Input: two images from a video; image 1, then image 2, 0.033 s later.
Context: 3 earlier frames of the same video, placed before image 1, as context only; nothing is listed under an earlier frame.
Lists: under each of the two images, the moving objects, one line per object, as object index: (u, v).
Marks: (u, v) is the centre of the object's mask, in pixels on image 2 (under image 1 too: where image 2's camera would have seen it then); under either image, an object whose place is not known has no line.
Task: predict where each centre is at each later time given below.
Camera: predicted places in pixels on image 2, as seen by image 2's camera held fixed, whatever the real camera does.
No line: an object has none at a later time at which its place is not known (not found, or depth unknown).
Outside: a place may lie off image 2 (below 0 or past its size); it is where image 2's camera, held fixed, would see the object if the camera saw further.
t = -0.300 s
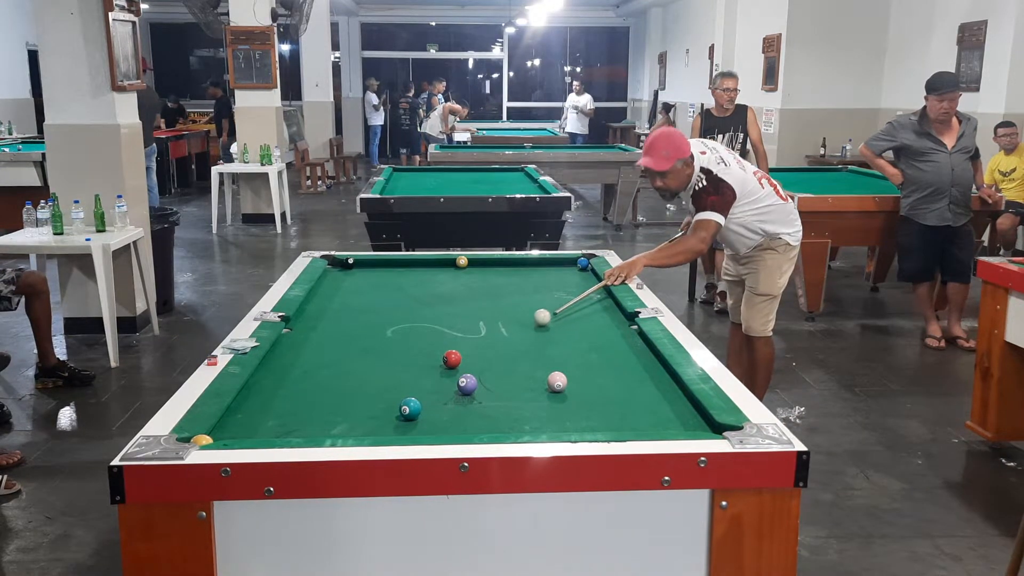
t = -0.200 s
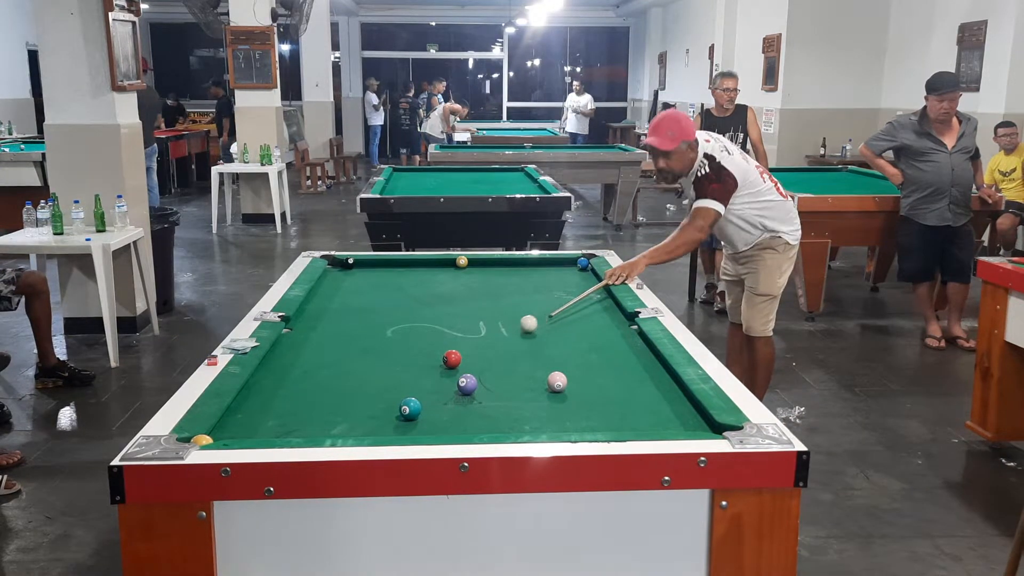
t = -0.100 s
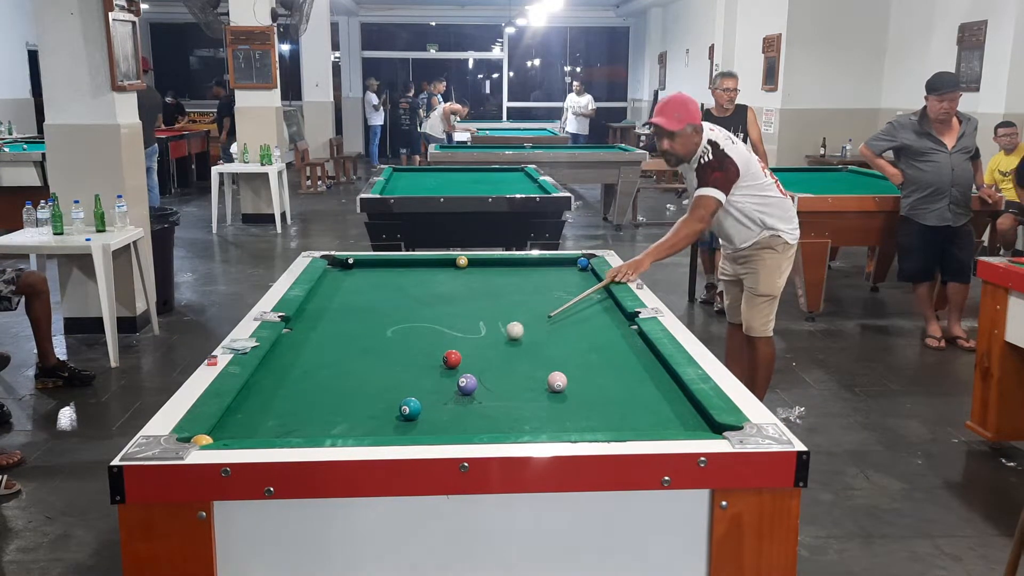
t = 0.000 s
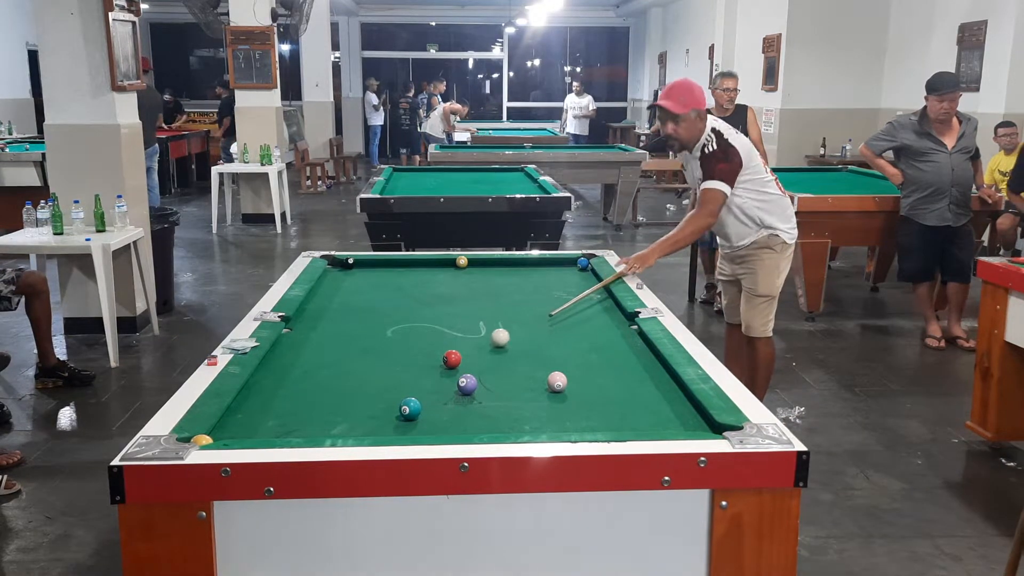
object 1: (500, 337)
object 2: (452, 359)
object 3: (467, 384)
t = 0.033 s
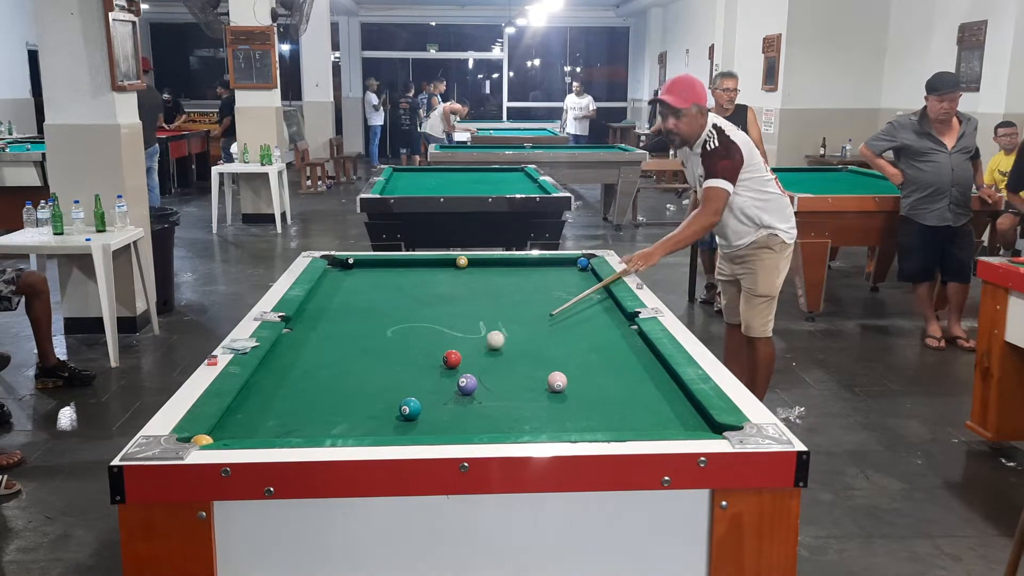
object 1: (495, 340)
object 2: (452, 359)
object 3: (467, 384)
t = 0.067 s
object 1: (490, 342)
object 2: (452, 359)
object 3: (467, 384)
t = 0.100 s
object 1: (485, 345)
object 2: (452, 359)
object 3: (467, 384)
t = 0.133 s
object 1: (480, 347)
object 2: (452, 359)
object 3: (467, 384)
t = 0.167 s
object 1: (475, 350)
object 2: (452, 359)
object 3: (467, 384)
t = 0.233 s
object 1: (467, 354)
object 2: (449, 360)
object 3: (467, 384)
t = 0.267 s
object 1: (467, 355)
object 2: (442, 362)
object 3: (467, 384)
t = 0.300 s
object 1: (467, 357)
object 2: (436, 364)
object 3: (467, 384)
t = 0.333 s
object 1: (466, 358)
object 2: (431, 365)
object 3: (467, 384)
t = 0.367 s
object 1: (466, 359)
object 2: (424, 367)
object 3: (467, 384)
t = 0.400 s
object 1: (465, 360)
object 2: (419, 369)
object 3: (467, 384)
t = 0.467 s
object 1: (465, 363)
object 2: (408, 372)
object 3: (467, 384)
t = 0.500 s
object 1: (464, 364)
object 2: (402, 374)
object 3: (467, 384)
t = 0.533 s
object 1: (464, 365)
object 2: (397, 375)
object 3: (467, 384)
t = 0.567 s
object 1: (464, 366)
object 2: (391, 377)
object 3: (467, 384)
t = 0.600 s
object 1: (463, 367)
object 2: (385, 379)
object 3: (467, 384)
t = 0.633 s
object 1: (463, 367)
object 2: (380, 380)
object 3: (467, 384)
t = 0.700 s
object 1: (463, 369)
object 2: (368, 384)
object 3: (467, 384)
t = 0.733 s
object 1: (462, 370)
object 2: (362, 386)
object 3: (467, 384)
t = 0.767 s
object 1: (461, 371)
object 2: (357, 388)
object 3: (467, 384)
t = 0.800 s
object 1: (461, 372)
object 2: (351, 389)
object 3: (467, 384)
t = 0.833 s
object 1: (460, 373)
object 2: (345, 391)
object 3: (467, 384)
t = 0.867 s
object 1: (459, 374)
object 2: (339, 393)
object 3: (467, 385)
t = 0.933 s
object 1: (458, 376)
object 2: (327, 396)
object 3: (468, 386)
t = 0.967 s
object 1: (457, 377)
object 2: (321, 398)
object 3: (469, 387)
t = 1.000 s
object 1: (457, 378)
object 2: (315, 400)
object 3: (469, 387)
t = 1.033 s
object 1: (456, 378)
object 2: (310, 401)
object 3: (469, 388)
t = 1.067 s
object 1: (456, 379)
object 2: (304, 403)
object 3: (470, 389)
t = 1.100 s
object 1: (456, 379)
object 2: (298, 405)
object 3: (470, 389)
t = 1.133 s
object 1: (455, 380)
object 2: (292, 407)
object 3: (470, 390)
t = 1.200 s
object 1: (454, 380)
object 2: (280, 410)
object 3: (471, 391)
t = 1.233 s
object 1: (454, 381)
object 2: (274, 412)
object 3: (471, 392)
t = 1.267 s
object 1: (453, 381)
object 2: (268, 414)
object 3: (471, 392)
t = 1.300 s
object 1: (453, 381)
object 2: (262, 415)
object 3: (472, 393)
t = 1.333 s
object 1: (452, 382)
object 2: (256, 418)
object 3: (472, 394)
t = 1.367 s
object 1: (452, 382)
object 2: (250, 419)
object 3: (473, 394)
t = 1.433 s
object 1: (451, 382)
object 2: (238, 422)
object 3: (473, 395)
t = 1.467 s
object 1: (451, 382)
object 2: (232, 424)
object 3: (474, 396)
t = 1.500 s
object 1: (450, 383)
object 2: (226, 426)
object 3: (474, 396)
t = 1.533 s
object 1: (450, 383)
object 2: (227, 427)
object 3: (474, 397)
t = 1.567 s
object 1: (450, 383)
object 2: (230, 427)
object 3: (475, 397)
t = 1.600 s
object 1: (450, 383)
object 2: (234, 428)
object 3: (475, 398)
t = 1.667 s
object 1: (449, 383)
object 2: (239, 429)
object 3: (476, 398)
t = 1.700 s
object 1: (449, 383)
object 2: (242, 430)
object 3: (476, 399)
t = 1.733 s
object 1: (449, 383)
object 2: (245, 430)
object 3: (477, 399)
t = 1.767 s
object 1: (449, 383)
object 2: (248, 431)
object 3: (477, 399)
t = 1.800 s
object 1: (449, 383)
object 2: (251, 431)
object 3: (477, 400)
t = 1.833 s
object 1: (449, 383)
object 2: (254, 432)
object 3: (478, 400)
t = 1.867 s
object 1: (449, 383)
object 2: (256, 432)
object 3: (478, 401)
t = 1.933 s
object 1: (449, 383)
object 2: (262, 433)
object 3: (479, 401)
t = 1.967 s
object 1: (449, 383)
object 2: (265, 433)
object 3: (479, 401)
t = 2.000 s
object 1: (449, 383)
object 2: (268, 434)
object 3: (479, 401)
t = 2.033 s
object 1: (449, 383)
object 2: (270, 434)
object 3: (480, 402)
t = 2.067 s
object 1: (449, 383)
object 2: (274, 433)
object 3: (480, 402)
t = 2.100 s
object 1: (449, 383)
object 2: (276, 433)
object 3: (480, 402)
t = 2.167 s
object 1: (449, 383)
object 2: (282, 432)
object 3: (480, 403)
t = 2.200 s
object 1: (449, 383)
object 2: (284, 432)
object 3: (481, 403)
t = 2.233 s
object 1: (449, 383)
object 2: (287, 432)
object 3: (481, 403)
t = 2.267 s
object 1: (449, 383)
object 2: (290, 432)
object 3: (481, 403)
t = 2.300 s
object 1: (449, 383)
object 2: (292, 431)
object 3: (481, 403)
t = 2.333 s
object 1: (449, 384)
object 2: (294, 431)
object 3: (481, 403)
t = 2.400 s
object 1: (449, 383)
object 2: (299, 430)
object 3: (481, 403)
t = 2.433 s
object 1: (449, 383)
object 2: (301, 430)
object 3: (481, 403)
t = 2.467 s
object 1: (449, 383)
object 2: (303, 430)
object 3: (481, 403)
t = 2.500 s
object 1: (449, 383)
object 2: (305, 429)
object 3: (481, 403)
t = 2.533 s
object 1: (449, 383)
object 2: (307, 429)
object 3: (481, 403)
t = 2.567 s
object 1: (449, 383)
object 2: (309, 429)
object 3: (481, 403)
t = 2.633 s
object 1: (449, 383)
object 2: (313, 428)
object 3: (481, 403)
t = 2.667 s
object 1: (449, 383)
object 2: (315, 428)
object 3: (481, 403)
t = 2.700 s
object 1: (449, 383)
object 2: (316, 428)
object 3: (481, 403)
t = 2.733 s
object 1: (449, 383)
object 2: (318, 428)
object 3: (481, 403)
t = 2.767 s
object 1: (449, 383)
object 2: (320, 427)
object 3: (481, 403)
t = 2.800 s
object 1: (449, 383)
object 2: (321, 427)
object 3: (481, 403)
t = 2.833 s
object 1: (449, 383)
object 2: (323, 427)
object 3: (481, 403)
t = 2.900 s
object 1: (449, 383)
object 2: (325, 426)
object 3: (481, 403)
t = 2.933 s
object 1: (448, 383)
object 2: (327, 426)
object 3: (481, 403)
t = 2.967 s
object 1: (449, 383)
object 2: (328, 426)
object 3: (481, 403)
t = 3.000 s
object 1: (449, 383)
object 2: (329, 425)
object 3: (481, 403)
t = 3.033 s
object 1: (449, 383)
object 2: (331, 425)
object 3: (481, 403)
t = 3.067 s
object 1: (449, 383)
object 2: (332, 425)
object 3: (481, 403)
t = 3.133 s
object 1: (449, 383)
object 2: (334, 425)
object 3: (481, 403)
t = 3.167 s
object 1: (449, 383)
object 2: (335, 425)
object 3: (481, 403)
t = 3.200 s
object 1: (449, 383)
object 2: (336, 424)
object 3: (481, 403)
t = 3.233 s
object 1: (449, 383)
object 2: (337, 424)
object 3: (481, 403)
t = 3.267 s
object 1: (449, 383)
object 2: (338, 424)
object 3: (481, 403)
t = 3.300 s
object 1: (448, 383)
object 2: (339, 424)
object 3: (481, 403)
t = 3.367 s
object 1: (449, 383)
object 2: (340, 423)
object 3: (481, 403)
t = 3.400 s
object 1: (448, 383)
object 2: (341, 423)
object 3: (481, 403)
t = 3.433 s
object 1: (449, 383)
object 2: (342, 423)
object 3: (481, 403)
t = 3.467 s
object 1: (449, 383)
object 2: (342, 423)
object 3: (481, 403)
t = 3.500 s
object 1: (449, 383)
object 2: (343, 422)
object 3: (481, 403)
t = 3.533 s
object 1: (448, 383)
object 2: (343, 422)
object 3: (481, 403)
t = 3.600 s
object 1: (449, 383)
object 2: (344, 422)
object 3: (481, 403)
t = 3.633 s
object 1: (449, 383)
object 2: (344, 422)
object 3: (481, 403)
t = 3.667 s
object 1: (449, 383)
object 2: (344, 422)
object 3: (481, 403)
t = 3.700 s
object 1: (448, 383)
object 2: (345, 422)
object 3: (481, 403)
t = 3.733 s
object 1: (448, 383)
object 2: (345, 422)
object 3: (481, 403)
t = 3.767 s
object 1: (448, 383)
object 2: (345, 422)
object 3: (481, 403)
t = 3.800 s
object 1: (448, 383)
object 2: (345, 422)
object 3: (481, 403)
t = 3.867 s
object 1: (448, 383)
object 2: (345, 422)
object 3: (481, 403)
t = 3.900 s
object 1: (448, 383)
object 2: (345, 422)
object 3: (481, 403)
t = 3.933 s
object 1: (448, 383)
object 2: (345, 422)
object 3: (481, 403)
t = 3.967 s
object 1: (449, 383)
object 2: (345, 422)
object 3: (481, 403)
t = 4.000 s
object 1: (449, 383)
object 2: (345, 423)
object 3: (481, 403)
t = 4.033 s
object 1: (449, 383)
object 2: (344, 423)
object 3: (481, 403)
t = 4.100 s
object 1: (449, 383)
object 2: (344, 423)
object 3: (481, 403)
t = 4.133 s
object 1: (449, 383)
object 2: (344, 422)
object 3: (481, 403)
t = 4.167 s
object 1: (449, 383)
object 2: (345, 423)
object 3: (481, 403)
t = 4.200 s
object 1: (449, 383)
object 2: (344, 423)
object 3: (481, 403)
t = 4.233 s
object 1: (449, 383)
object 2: (344, 423)
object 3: (481, 403)
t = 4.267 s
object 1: (449, 383)
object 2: (344, 423)
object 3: (481, 403)
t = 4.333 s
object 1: (448, 383)
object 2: (344, 422)
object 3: (481, 403)
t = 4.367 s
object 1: (449, 383)
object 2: (344, 423)
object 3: (481, 403)
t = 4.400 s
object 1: (448, 383)
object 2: (344, 423)
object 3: (481, 403)
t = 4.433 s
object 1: (448, 383)
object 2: (344, 422)
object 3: (481, 403)
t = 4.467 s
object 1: (449, 383)
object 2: (344, 423)
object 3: (481, 403)
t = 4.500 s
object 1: (449, 383)
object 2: (344, 423)
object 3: (481, 403)
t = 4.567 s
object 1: (449, 383)
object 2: (344, 423)
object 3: (481, 403)
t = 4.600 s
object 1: (449, 383)
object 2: (344, 423)
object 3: (481, 403)
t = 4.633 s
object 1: (449, 383)
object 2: (344, 422)
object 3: (481, 403)
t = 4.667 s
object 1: (449, 384)
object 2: (345, 423)
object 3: (481, 403)
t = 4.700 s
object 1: (448, 383)
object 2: (344, 423)
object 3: (481, 403)
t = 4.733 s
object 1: (449, 383)
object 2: (344, 423)
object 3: (481, 403)
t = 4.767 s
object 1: (449, 383)
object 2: (345, 423)
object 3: (481, 403)
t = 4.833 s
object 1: (449, 383)
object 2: (344, 423)
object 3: (481, 403)
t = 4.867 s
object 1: (449, 383)
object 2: (345, 423)
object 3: (481, 403)
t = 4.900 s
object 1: (449, 383)
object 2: (345, 423)
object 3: (481, 403)
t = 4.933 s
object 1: (449, 383)
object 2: (344, 423)
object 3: (481, 403)
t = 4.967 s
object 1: (449, 383)
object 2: (344, 423)
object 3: (481, 403)
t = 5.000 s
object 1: (449, 383)
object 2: (345, 423)
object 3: (481, 403)
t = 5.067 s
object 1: (449, 383)
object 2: (344, 423)
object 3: (481, 403)
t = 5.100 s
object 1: (449, 383)
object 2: (344, 423)
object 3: (481, 403)
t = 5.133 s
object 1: (449, 383)
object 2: (345, 422)
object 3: (481, 403)
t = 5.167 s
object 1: (448, 383)
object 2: (345, 422)
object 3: (481, 402)
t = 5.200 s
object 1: (449, 383)
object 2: (344, 422)
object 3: (481, 403)
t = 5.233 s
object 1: (448, 384)
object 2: (344, 423)
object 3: (481, 404)
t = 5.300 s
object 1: (449, 385)
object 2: (344, 426)
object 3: (481, 405)
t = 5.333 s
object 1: (449, 385)
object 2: (344, 426)
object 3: (481, 405)
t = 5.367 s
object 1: (449, 385)
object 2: (345, 425)
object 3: (481, 404)
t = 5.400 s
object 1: (449, 384)
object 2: (344, 424)
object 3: (481, 404)
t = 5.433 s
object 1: (449, 384)
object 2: (345, 423)
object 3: (481, 403)
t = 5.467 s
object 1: (449, 383)
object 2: (345, 422)
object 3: (481, 403)
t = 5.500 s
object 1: (449, 383)
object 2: (344, 422)
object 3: (481, 403)
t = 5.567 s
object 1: (449, 383)
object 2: (344, 423)
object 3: (481, 403)
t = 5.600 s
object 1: (449, 383)
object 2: (344, 422)
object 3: (481, 403)
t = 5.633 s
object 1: (449, 383)
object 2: (344, 423)
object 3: (481, 403)
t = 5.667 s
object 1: (449, 383)
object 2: (344, 422)
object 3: (481, 403)
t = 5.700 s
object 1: (449, 383)
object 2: (344, 422)
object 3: (481, 403)
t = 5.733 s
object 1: (449, 383)
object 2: (344, 423)
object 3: (481, 403)
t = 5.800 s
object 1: (449, 383)
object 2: (345, 422)
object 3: (481, 403)
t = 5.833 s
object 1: (449, 383)
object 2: (344, 423)
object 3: (481, 403)
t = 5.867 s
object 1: (449, 383)
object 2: (344, 423)
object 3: (481, 403)
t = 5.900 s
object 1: (449, 383)
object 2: (344, 422)
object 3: (481, 403)
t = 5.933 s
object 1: (449, 383)
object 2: (344, 423)
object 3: (481, 403)
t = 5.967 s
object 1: (449, 383)
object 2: (344, 422)
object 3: (481, 403)
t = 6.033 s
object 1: (449, 383)
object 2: (345, 422)
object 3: (481, 403)
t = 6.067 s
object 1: (449, 383)
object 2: (344, 422)
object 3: (481, 403)
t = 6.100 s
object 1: (449, 383)
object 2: (344, 423)
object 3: (481, 403)
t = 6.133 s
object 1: (449, 383)
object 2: (345, 422)
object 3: (481, 403)
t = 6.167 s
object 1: (449, 383)
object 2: (344, 423)
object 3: (481, 403)
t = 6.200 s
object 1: (449, 383)
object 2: (345, 422)
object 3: (481, 403)
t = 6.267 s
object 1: (449, 383)
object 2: (345, 422)
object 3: (481, 403)
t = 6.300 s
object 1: (449, 383)
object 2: (345, 422)
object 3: (481, 403)
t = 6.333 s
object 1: (449, 383)
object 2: (345, 422)
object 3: (481, 403)
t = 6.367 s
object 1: (449, 383)
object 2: (345, 422)
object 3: (481, 403)
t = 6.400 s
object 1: (449, 383)
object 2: (345, 422)
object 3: (481, 403)
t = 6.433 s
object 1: (449, 383)
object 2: (345, 422)
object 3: (481, 403)
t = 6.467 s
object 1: (449, 383)
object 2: (345, 422)
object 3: (481, 403)
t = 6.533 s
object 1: (449, 383)
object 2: (344, 423)
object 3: (481, 403)
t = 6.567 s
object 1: (449, 383)
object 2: (344, 423)
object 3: (481, 403)
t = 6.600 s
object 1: (449, 383)
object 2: (345, 422)
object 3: (481, 403)
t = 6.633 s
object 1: (449, 383)
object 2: (344, 423)
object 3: (481, 403)
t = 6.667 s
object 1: (449, 383)
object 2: (345, 422)
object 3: (481, 403)
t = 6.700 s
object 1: (449, 383)
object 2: (345, 422)
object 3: (481, 403)
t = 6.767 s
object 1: (449, 383)
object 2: (345, 422)
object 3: (481, 403)
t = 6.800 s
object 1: (449, 383)
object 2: (344, 423)
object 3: (481, 403)
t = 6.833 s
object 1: (449, 383)
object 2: (345, 422)
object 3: (481, 403)
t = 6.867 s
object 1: (449, 383)
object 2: (344, 423)
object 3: (481, 403)
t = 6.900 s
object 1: (449, 383)
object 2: (344, 423)
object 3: (481, 403)
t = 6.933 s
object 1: (449, 383)
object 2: (345, 423)
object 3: (481, 403)
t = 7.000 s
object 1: (449, 383)
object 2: (345, 422)
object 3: (481, 403)
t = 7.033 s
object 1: (448, 383)
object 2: (345, 422)
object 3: (481, 403)
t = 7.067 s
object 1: (448, 384)
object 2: (344, 423)
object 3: (481, 403)
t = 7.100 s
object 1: (448, 383)
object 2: (344, 423)
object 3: (481, 403)
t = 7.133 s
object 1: (448, 383)
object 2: (343, 423)
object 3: (481, 403)
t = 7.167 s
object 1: (448, 384)
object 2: (344, 423)
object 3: (481, 403)
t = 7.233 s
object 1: (448, 383)
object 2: (344, 423)
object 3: (481, 403)
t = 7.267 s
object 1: (448, 384)
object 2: (345, 423)
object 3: (481, 403)
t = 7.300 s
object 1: (448, 384)
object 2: (345, 422)
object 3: (481, 403)
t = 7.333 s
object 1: (449, 384)
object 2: (345, 423)
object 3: (481, 403)
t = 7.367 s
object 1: (448, 384)
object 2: (344, 423)
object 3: (481, 403)
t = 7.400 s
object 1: (448, 384)
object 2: (344, 423)
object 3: (481, 403)
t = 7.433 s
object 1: (448, 384)
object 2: (345, 422)
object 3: (481, 403)
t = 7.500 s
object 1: (448, 384)
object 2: (344, 422)
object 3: (481, 403)
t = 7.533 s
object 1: (448, 384)
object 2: (344, 422)
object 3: (481, 403)
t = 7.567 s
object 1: (448, 384)
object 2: (344, 422)
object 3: (481, 403)
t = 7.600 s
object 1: (449, 384)
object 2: (344, 422)
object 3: (481, 403)
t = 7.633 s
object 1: (449, 384)
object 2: (344, 422)
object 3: (481, 403)
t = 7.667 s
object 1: (449, 383)
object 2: (345, 422)
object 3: (481, 403)
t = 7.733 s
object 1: (449, 383)
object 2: (345, 422)
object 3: (481, 403)
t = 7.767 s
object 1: (449, 383)
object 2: (344, 422)
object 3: (481, 403)
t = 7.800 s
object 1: (449, 383)
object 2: (345, 422)
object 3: (481, 403)
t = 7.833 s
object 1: (449, 383)
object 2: (344, 422)
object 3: (481, 403)
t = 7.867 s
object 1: (449, 383)
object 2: (345, 422)
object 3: (481, 403)
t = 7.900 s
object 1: (449, 383)
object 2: (344, 422)
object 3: (481, 403)
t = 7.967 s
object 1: (449, 383)
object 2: (344, 422)
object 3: (481, 403)
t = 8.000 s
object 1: (449, 383)
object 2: (344, 422)
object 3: (481, 403)
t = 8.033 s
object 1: (449, 383)
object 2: (344, 422)
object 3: (481, 403)
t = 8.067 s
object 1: (449, 383)
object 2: (344, 423)
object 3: (481, 403)
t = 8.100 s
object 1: (449, 383)
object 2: (344, 422)
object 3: (481, 403)
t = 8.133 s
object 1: (449, 383)
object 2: (344, 423)
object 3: (481, 403)
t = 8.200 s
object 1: (449, 383)
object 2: (345, 422)
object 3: (481, 403)
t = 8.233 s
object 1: (449, 383)
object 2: (345, 422)
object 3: (481, 403)
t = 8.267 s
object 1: (449, 383)
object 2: (345, 422)
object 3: (481, 403)
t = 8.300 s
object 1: (449, 383)
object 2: (345, 422)
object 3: (481, 403)
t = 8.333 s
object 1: (449, 383)
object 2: (345, 422)
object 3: (481, 403)
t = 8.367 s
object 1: (449, 383)
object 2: (345, 422)
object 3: (481, 403)
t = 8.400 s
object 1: (449, 383)
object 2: (345, 422)
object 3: (481, 403)
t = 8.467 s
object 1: (449, 383)
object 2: (345, 422)
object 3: (481, 403)
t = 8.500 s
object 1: (449, 383)
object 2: (345, 422)
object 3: (481, 403)
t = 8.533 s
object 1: (449, 383)
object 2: (345, 422)
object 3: (481, 403)
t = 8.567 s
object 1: (449, 383)
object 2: (345, 422)
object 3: (481, 403)
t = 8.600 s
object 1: (449, 383)
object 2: (345, 422)
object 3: (481, 403)
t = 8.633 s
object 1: (449, 383)
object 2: (345, 422)
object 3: (481, 403)
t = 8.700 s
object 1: (449, 383)
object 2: (345, 422)
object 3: (481, 403)
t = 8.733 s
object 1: (449, 383)
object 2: (345, 422)
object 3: (481, 403)
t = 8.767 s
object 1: (449, 383)
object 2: (345, 422)
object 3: (481, 403)
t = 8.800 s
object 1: (449, 383)
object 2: (345, 422)
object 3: (481, 403)
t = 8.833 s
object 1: (449, 383)
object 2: (345, 422)
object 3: (481, 403)
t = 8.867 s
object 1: (449, 383)
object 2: (345, 422)
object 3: (481, 403)
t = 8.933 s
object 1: (449, 383)
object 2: (345, 422)
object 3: (481, 403)
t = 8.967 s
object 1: (449, 383)
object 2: (344, 423)
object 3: (481, 403)
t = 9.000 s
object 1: (449, 383)
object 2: (345, 422)
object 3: (481, 403)
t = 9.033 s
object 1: (449, 383)
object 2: (344, 422)
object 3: (481, 403)
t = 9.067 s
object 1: (449, 383)
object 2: (345, 422)
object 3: (481, 403)
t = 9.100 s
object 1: (449, 383)
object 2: (345, 422)
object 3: (481, 403)
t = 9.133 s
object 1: (449, 383)
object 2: (345, 422)
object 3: (481, 403)
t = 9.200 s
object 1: (449, 383)
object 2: (345, 422)
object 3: (481, 403)
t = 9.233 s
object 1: (449, 383)
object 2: (344, 423)
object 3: (481, 403)
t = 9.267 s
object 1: (449, 383)
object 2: (345, 422)
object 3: (481, 403)
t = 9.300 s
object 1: (449, 383)
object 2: (344, 422)
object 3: (481, 403)
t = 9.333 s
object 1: (449, 383)
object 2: (344, 422)
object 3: (481, 403)
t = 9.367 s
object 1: (449, 383)
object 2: (344, 422)
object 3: (481, 403)
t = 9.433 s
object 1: (449, 383)
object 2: (344, 422)
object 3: (481, 403)
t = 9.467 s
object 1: (449, 383)
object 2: (344, 422)
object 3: (481, 403)
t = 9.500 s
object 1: (449, 383)
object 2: (344, 422)
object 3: (481, 403)
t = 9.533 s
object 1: (449, 383)
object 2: (344, 422)
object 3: (481, 403)
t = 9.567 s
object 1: (449, 383)
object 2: (344, 422)
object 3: (481, 403)
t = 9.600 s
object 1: (449, 383)
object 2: (344, 422)
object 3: (481, 403)
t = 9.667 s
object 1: (449, 383)
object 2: (345, 422)
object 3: (481, 403)
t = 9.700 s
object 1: (449, 383)
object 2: (344, 422)
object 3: (481, 403)
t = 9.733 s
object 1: (449, 383)
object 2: (345, 422)
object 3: (481, 403)
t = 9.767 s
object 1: (449, 383)
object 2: (344, 422)
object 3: (481, 403)
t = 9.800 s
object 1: (449, 383)
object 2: (344, 422)
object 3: (481, 403)
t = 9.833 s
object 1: (449, 383)
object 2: (344, 423)
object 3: (481, 403)
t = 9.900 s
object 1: (449, 383)
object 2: (344, 423)
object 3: (481, 403)
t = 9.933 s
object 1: (449, 383)
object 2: (344, 423)
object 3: (481, 403)
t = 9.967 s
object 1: (449, 383)
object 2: (345, 422)
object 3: (481, 403)
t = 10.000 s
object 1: (449, 383)
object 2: (345, 422)
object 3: (481, 403)
